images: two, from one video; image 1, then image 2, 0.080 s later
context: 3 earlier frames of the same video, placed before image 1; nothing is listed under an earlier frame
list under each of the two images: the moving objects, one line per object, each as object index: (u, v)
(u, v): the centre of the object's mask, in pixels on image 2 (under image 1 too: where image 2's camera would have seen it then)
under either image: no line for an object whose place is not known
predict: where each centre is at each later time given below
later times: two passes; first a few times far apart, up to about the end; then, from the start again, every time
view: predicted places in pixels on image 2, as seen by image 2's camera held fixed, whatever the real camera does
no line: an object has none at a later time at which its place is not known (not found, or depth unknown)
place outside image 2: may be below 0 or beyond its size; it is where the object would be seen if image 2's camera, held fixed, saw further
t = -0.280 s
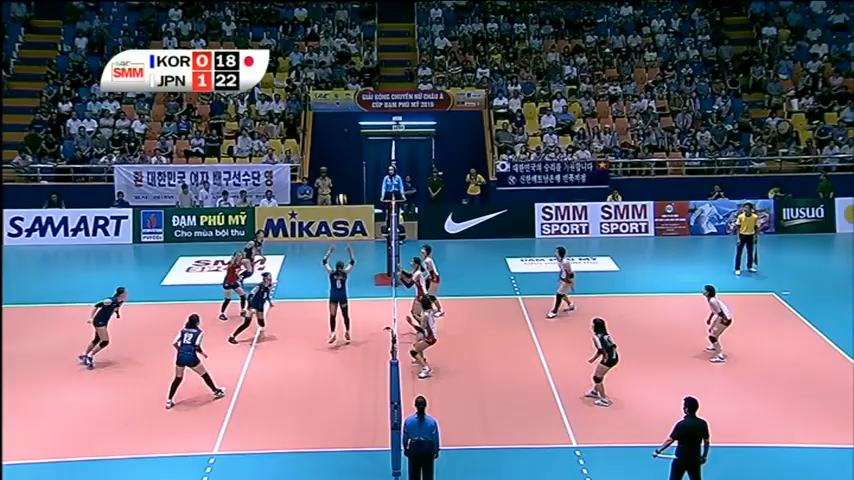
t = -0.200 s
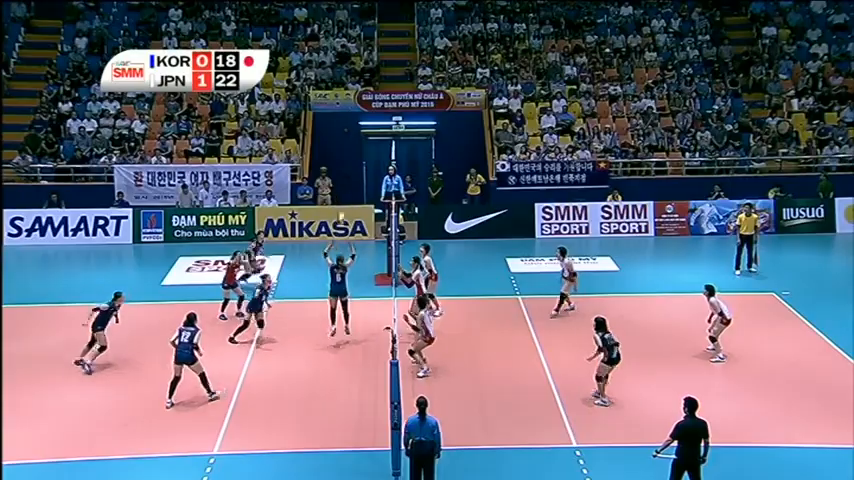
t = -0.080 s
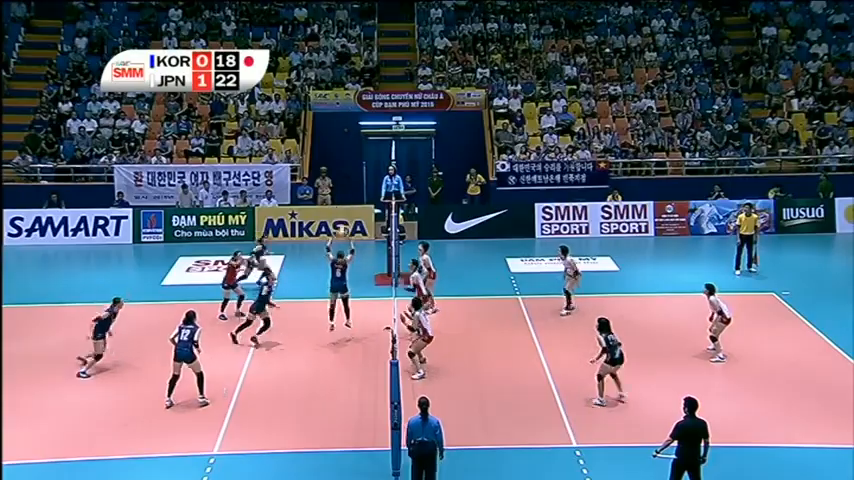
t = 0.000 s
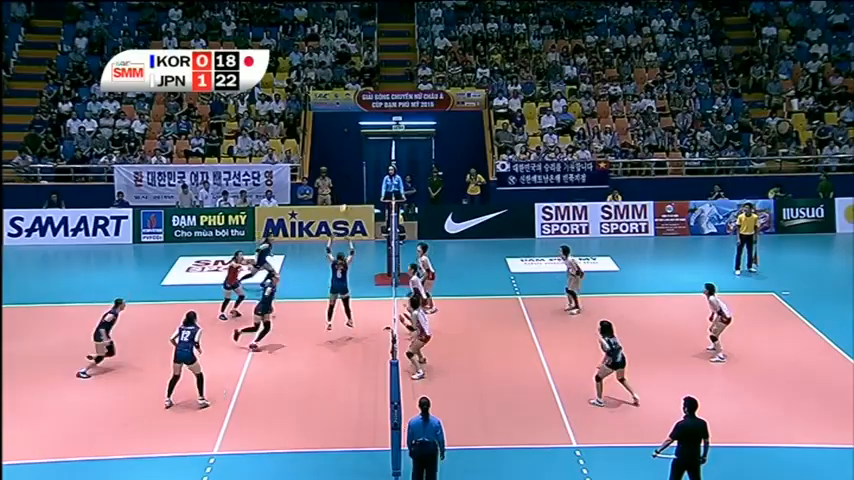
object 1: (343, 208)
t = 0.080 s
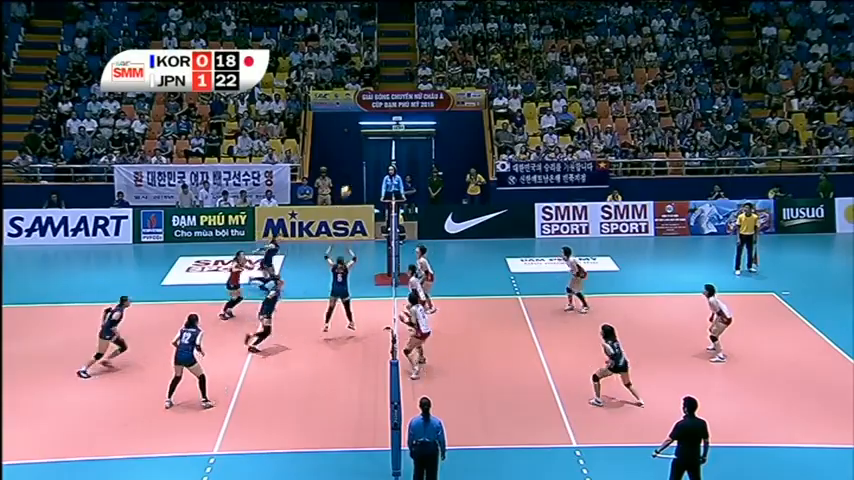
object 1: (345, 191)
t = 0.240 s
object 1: (348, 163)
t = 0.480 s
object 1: (353, 145)
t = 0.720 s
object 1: (357, 152)
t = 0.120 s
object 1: (346, 182)
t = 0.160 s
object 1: (346, 175)
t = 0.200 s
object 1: (347, 169)
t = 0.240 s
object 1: (348, 163)
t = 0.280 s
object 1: (349, 158)
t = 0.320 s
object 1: (349, 154)
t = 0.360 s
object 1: (350, 150)
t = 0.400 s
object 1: (351, 148)
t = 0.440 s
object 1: (352, 146)
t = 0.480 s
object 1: (353, 145)
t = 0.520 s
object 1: (353, 144)
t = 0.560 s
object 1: (354, 144)
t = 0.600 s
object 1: (355, 145)
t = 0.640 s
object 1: (355, 147)
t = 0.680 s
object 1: (357, 148)
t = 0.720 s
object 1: (357, 152)
